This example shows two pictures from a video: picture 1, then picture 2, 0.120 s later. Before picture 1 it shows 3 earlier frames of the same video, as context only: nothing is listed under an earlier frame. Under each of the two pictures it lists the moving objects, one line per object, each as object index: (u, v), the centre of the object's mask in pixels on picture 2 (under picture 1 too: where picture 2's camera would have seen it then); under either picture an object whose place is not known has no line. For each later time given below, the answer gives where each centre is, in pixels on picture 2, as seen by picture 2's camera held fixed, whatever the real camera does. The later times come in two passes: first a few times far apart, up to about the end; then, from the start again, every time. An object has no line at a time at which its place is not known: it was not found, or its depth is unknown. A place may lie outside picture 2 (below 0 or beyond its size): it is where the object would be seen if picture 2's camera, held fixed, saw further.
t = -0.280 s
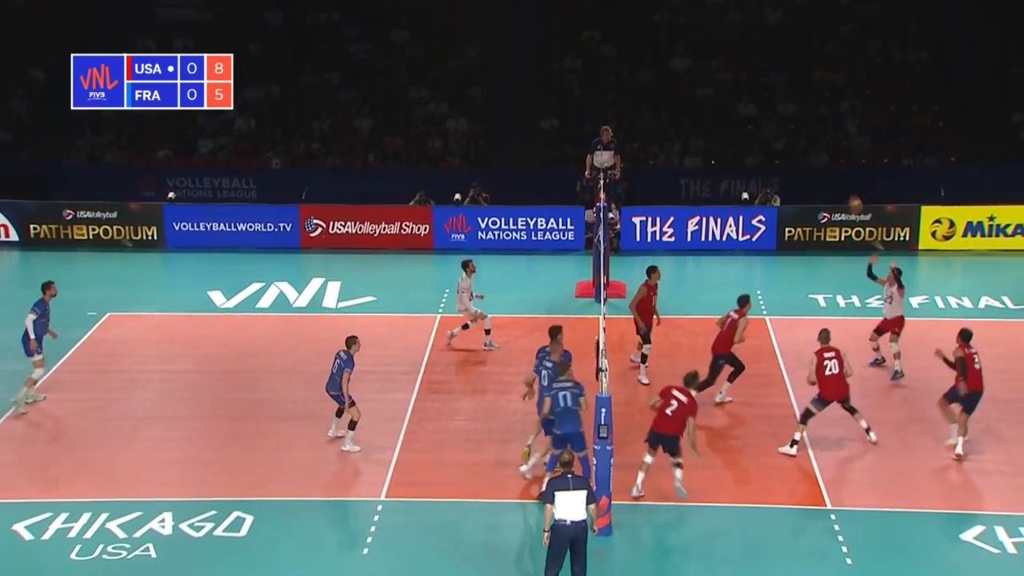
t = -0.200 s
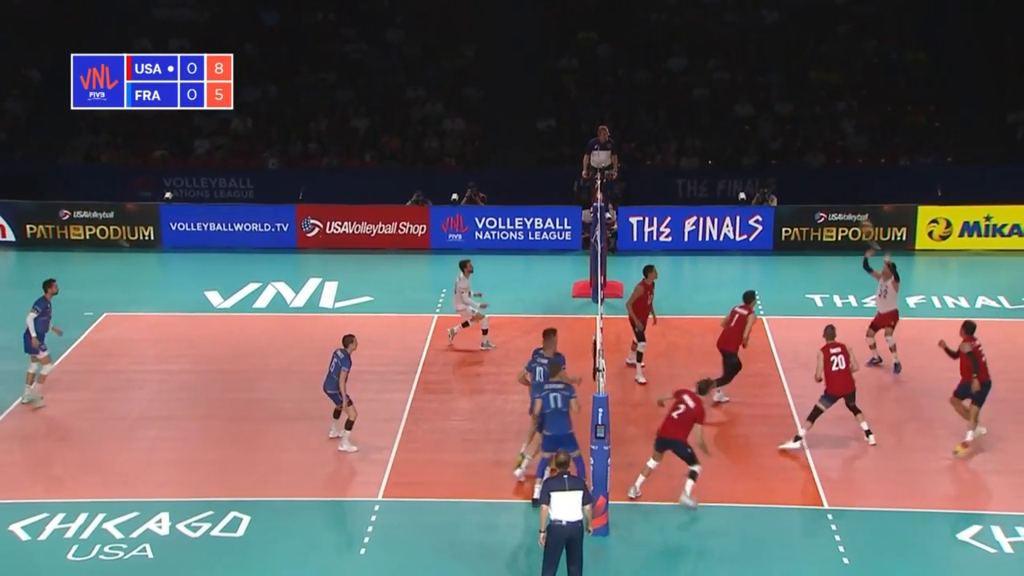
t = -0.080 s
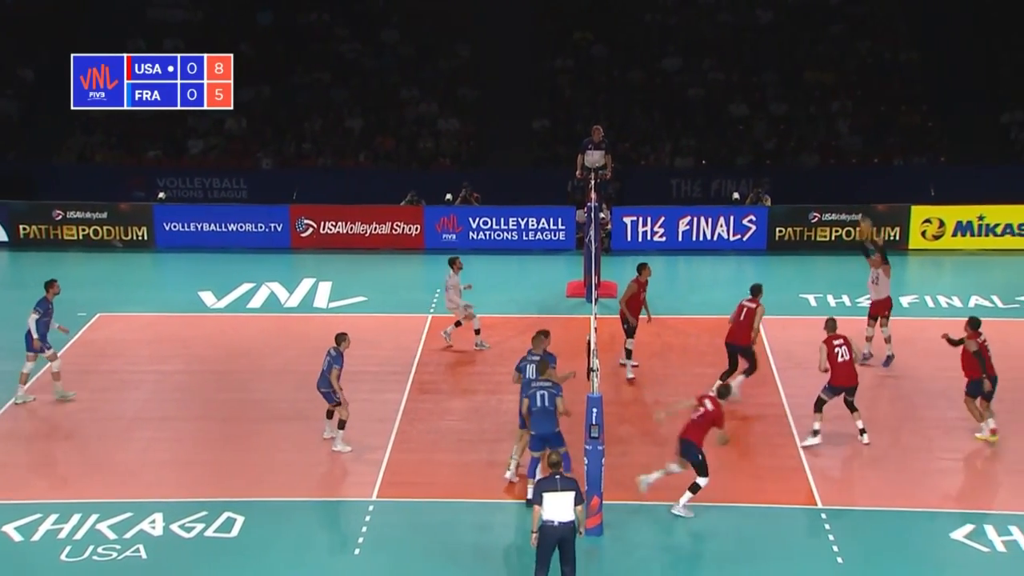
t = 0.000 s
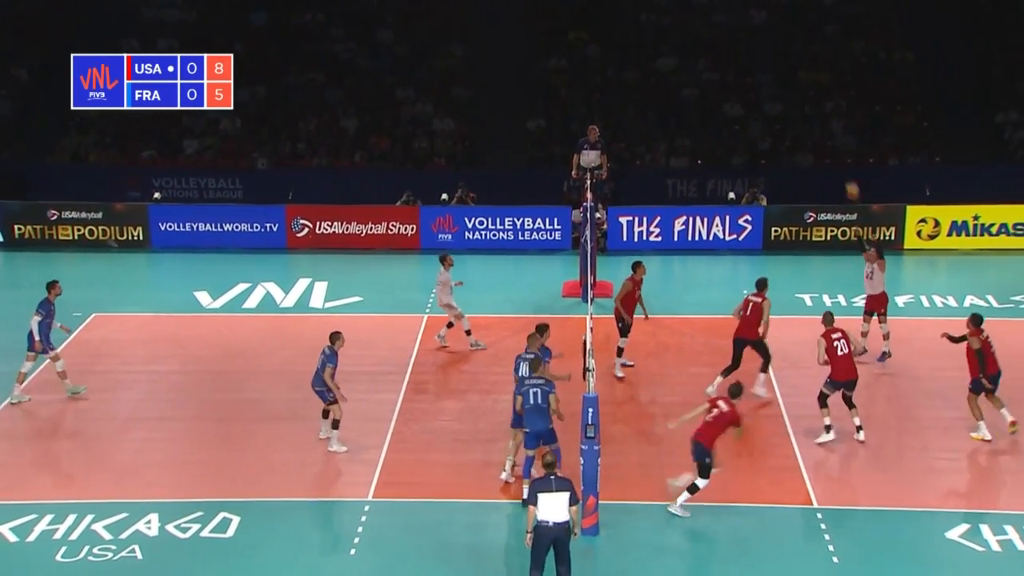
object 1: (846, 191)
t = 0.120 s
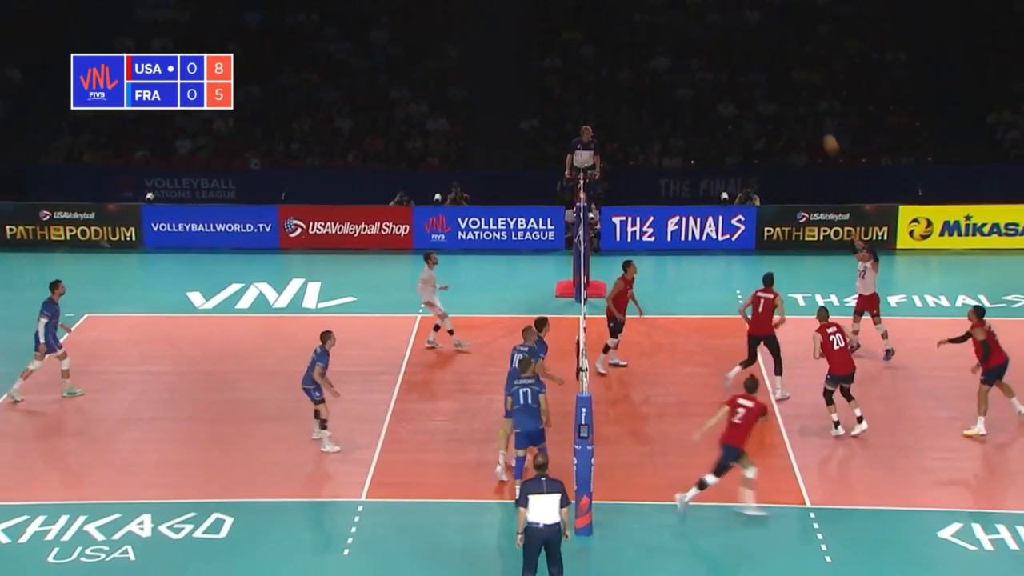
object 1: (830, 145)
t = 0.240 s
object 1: (815, 107)
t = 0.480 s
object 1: (783, 63)
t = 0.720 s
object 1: (749, 56)
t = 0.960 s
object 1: (714, 84)
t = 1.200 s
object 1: (684, 143)
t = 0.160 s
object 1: (826, 131)
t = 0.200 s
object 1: (821, 119)
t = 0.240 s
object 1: (815, 107)
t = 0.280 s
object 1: (810, 98)
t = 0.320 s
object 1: (804, 89)
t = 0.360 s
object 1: (799, 81)
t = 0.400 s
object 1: (794, 74)
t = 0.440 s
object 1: (788, 68)
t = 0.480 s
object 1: (783, 63)
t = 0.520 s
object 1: (777, 59)
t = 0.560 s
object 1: (771, 57)
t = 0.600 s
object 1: (766, 55)
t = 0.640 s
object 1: (759, 54)
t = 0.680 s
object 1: (754, 55)
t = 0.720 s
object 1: (749, 56)
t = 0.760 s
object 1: (742, 59)
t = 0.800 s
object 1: (737, 61)
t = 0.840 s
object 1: (731, 66)
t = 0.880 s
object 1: (725, 71)
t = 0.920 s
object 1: (720, 77)
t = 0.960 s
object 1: (714, 84)
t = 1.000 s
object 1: (709, 91)
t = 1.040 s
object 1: (703, 100)
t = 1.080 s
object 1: (698, 110)
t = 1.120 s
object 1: (693, 120)
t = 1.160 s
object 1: (688, 132)
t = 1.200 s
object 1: (684, 143)
